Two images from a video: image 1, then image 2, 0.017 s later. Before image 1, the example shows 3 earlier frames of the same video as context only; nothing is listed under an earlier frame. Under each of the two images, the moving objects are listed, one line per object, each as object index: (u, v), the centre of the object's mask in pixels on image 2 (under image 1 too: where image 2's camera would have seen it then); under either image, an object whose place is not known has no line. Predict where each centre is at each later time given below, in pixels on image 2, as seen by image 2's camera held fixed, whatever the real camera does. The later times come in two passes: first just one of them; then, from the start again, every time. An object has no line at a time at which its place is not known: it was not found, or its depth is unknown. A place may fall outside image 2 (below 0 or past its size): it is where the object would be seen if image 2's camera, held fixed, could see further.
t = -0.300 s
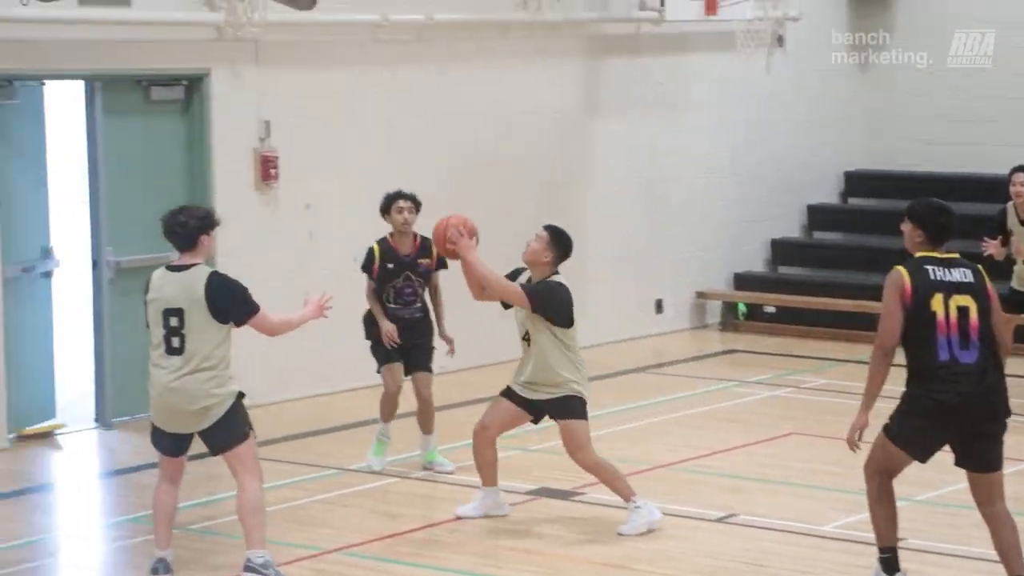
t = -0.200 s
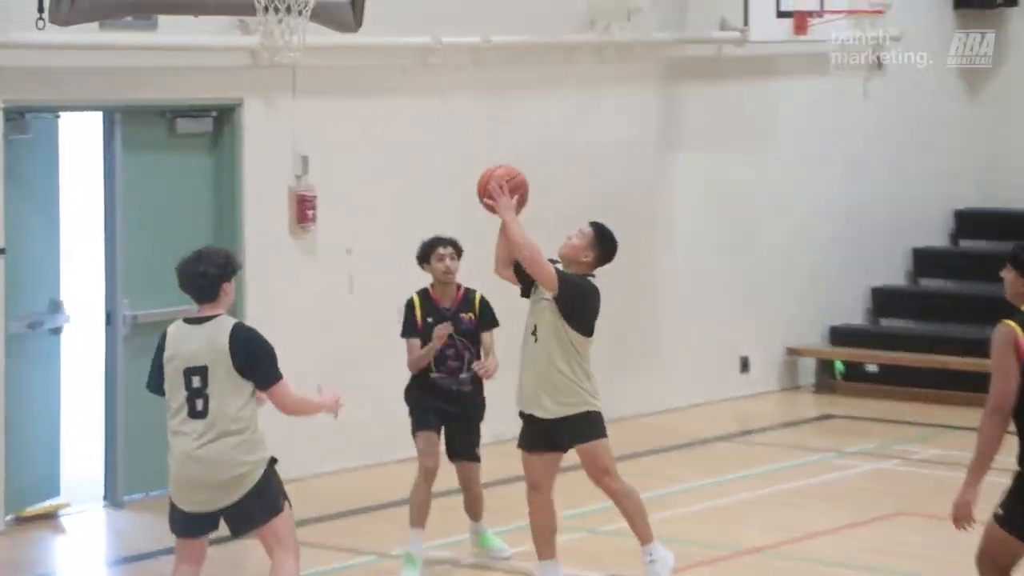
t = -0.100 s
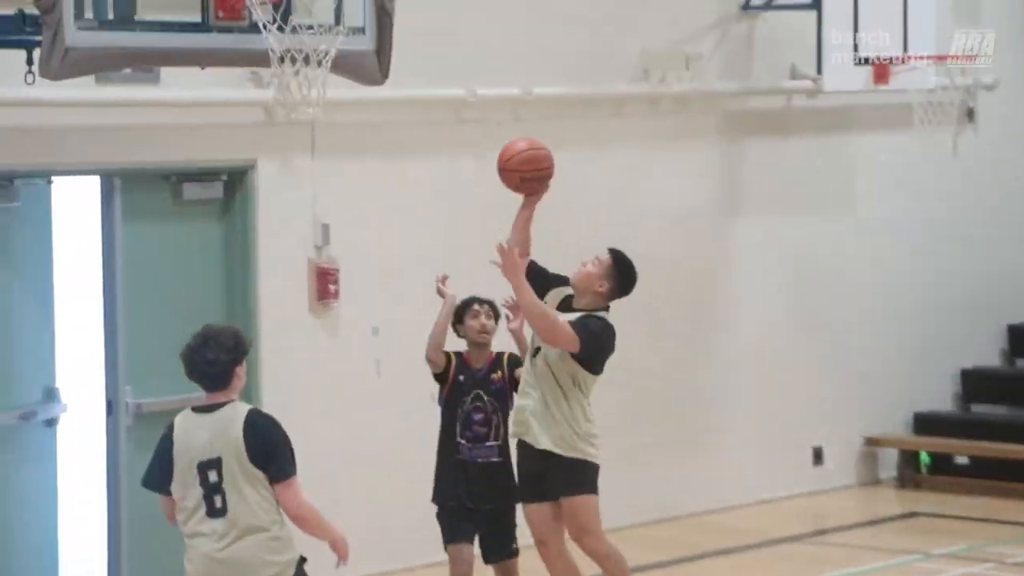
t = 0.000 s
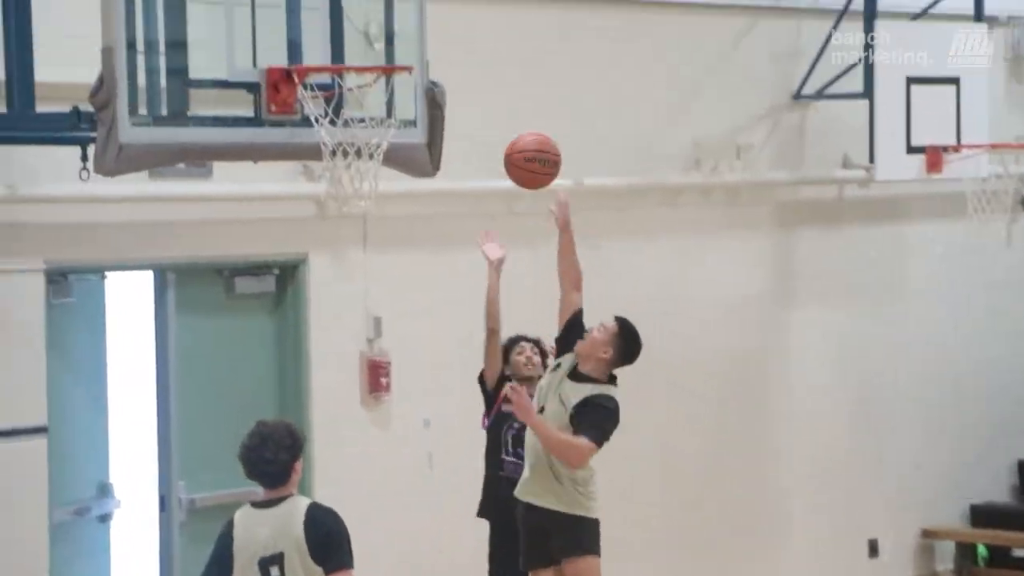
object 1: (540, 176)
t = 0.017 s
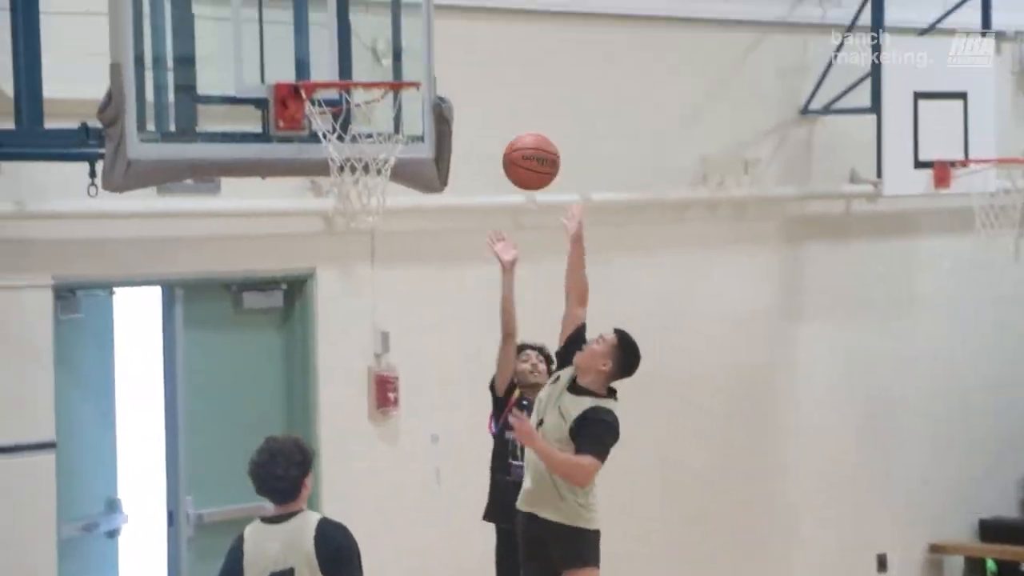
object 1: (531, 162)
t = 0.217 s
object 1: (427, 43)
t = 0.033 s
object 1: (523, 148)
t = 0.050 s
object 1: (514, 135)
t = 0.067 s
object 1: (505, 123)
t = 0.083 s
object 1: (496, 111)
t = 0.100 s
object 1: (488, 100)
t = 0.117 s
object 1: (479, 90)
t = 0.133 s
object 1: (470, 81)
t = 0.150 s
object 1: (462, 72)
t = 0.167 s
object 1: (453, 64)
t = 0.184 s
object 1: (445, 56)
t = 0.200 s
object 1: (436, 49)
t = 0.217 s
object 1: (427, 43)
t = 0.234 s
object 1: (419, 37)
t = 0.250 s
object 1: (410, 33)
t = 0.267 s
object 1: (401, 29)
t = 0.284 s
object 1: (393, 25)
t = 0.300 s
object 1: (384, 22)
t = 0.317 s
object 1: (375, 21)
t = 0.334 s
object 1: (369, 19)
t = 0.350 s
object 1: (369, 18)
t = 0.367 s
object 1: (369, 18)
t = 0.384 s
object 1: (371, 18)
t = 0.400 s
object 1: (372, 19)
